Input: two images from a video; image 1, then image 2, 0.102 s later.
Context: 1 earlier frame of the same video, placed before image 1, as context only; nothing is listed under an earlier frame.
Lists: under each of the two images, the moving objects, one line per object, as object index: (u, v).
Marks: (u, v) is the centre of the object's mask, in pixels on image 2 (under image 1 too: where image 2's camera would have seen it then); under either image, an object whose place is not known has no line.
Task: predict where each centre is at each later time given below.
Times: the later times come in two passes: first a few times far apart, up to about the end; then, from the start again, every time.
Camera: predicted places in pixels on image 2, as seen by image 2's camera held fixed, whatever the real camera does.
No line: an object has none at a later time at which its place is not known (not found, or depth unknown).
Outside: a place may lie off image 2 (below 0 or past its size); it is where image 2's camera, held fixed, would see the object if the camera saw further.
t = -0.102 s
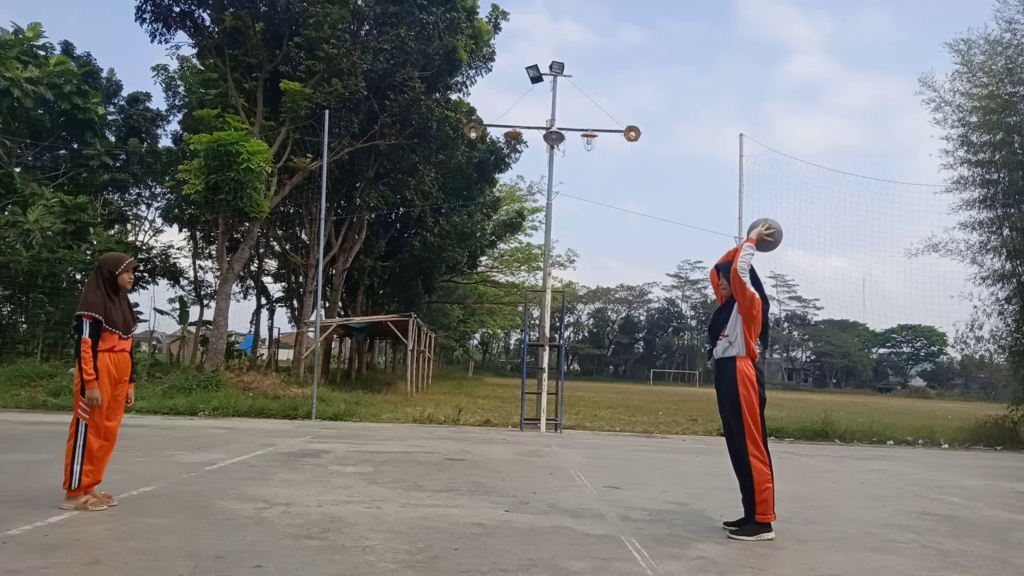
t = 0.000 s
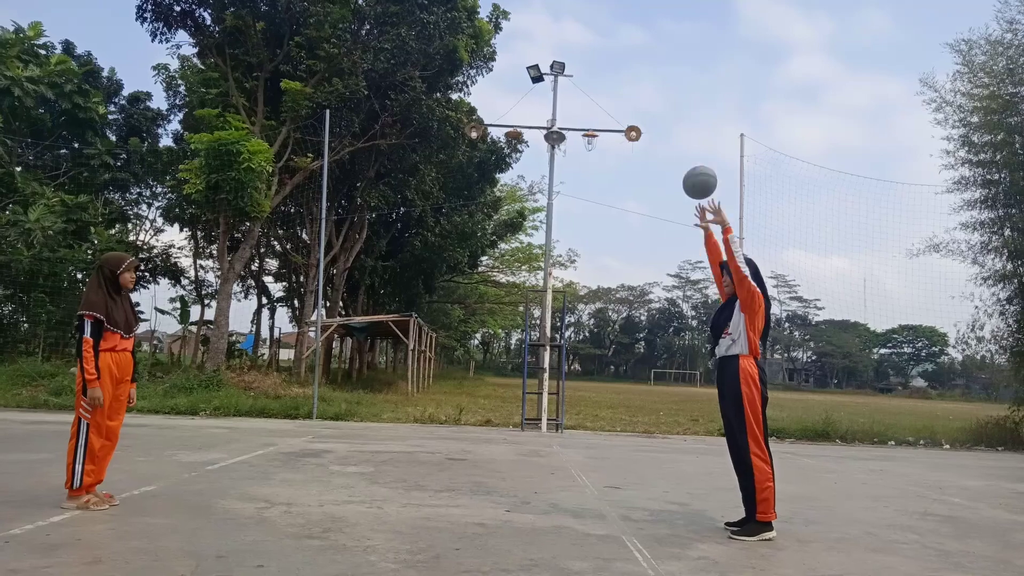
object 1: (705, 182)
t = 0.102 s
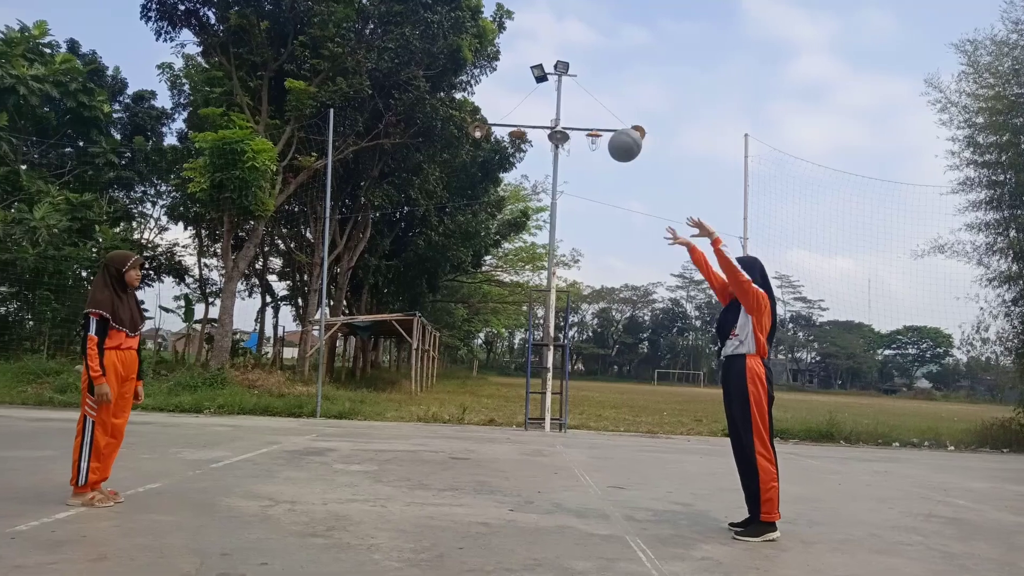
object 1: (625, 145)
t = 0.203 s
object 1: (554, 128)
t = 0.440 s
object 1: (409, 148)
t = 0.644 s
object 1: (300, 226)
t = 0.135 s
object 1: (600, 137)
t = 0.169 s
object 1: (577, 131)
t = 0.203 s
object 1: (554, 128)
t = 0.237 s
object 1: (532, 126)
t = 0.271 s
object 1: (510, 126)
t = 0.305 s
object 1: (489, 127)
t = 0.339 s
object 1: (468, 130)
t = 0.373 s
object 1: (448, 134)
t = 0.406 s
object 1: (428, 141)
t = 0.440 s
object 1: (409, 148)
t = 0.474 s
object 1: (390, 157)
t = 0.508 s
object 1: (371, 168)
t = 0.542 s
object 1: (353, 181)
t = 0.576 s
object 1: (336, 194)
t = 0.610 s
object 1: (318, 210)
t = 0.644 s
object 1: (300, 226)
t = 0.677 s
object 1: (283, 245)
